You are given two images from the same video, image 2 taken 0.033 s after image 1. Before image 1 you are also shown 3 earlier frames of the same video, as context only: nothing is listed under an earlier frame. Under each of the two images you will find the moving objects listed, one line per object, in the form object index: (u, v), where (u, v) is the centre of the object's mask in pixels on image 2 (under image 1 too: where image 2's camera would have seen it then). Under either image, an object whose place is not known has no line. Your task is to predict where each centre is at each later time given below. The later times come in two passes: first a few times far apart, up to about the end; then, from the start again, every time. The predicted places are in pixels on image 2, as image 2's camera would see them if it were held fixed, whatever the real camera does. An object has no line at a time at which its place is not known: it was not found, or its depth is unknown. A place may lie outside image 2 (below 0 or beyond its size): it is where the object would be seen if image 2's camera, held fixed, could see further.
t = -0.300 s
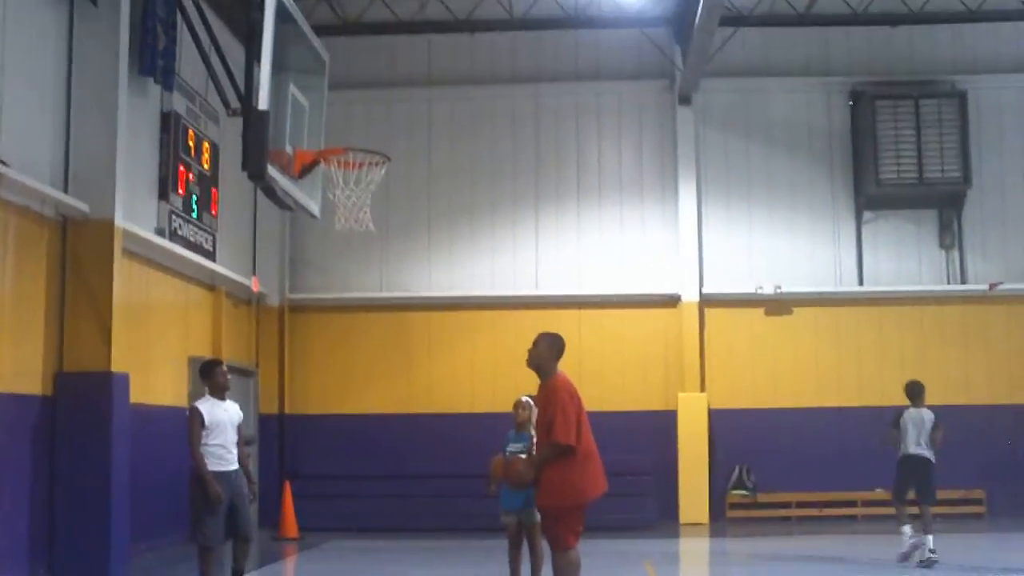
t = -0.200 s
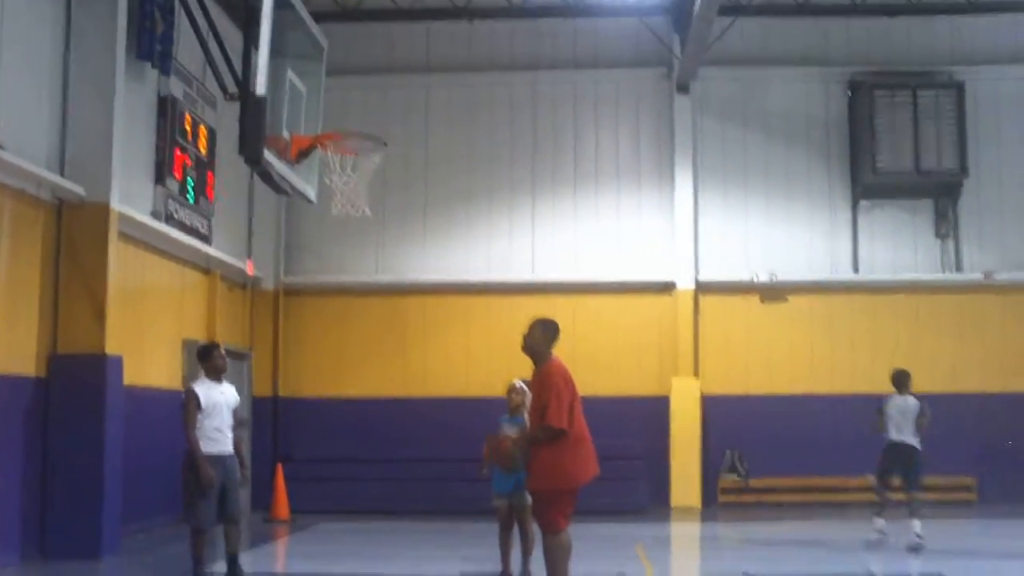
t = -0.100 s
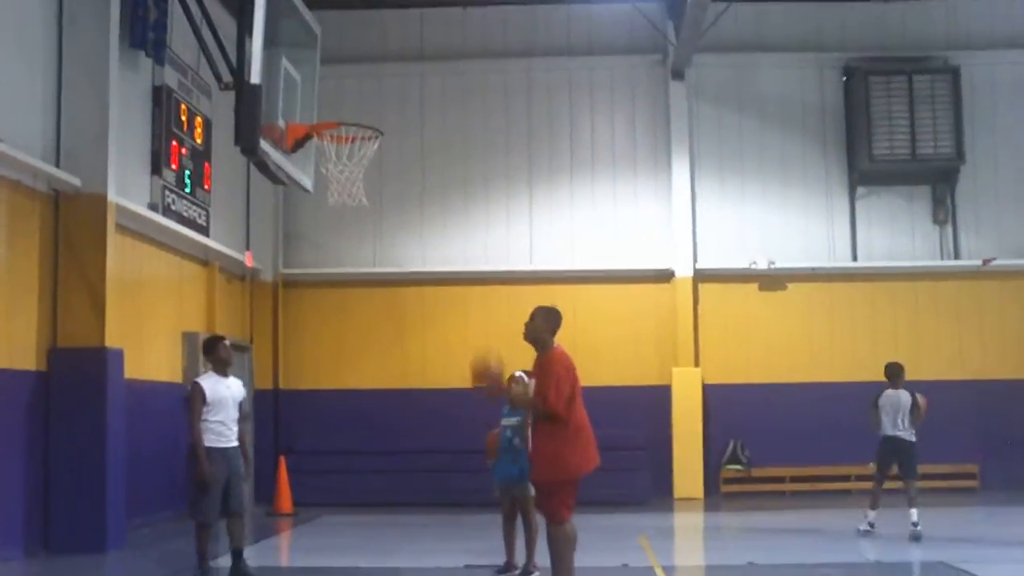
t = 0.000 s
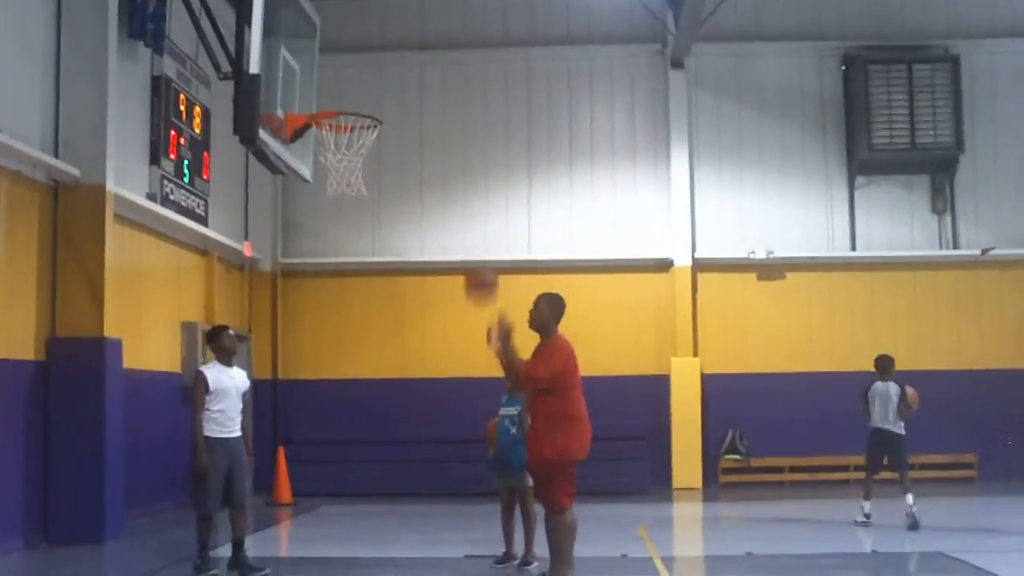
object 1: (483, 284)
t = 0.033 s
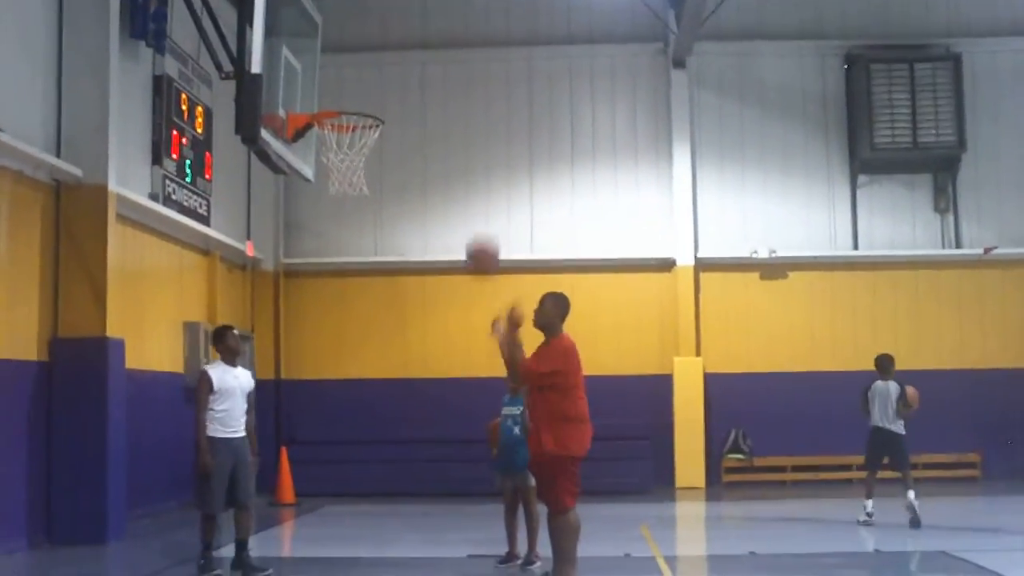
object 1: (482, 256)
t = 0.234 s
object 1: (473, 140)
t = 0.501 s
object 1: (465, 75)
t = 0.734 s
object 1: (457, 103)
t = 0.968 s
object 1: (450, 215)
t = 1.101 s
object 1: (446, 326)
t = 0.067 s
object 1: (481, 229)
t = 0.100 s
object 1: (480, 209)
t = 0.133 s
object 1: (477, 191)
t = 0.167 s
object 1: (476, 172)
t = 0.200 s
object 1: (475, 156)
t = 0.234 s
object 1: (473, 140)
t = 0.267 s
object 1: (473, 125)
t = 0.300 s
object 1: (471, 113)
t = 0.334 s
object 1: (471, 103)
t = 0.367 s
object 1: (469, 94)
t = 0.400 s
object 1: (468, 87)
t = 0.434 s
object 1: (468, 81)
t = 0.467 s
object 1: (466, 77)
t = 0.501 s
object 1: (465, 75)
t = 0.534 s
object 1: (465, 75)
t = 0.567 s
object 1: (463, 75)
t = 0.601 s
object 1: (462, 78)
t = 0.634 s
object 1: (461, 82)
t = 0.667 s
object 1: (459, 87)
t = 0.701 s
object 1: (458, 94)
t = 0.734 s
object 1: (457, 103)
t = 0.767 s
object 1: (456, 114)
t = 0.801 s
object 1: (455, 128)
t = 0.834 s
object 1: (454, 141)
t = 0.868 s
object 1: (452, 157)
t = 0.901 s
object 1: (451, 175)
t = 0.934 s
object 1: (451, 194)
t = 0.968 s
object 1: (450, 215)
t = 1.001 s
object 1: (449, 241)
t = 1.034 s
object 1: (447, 268)
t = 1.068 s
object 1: (447, 297)
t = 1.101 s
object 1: (446, 326)
